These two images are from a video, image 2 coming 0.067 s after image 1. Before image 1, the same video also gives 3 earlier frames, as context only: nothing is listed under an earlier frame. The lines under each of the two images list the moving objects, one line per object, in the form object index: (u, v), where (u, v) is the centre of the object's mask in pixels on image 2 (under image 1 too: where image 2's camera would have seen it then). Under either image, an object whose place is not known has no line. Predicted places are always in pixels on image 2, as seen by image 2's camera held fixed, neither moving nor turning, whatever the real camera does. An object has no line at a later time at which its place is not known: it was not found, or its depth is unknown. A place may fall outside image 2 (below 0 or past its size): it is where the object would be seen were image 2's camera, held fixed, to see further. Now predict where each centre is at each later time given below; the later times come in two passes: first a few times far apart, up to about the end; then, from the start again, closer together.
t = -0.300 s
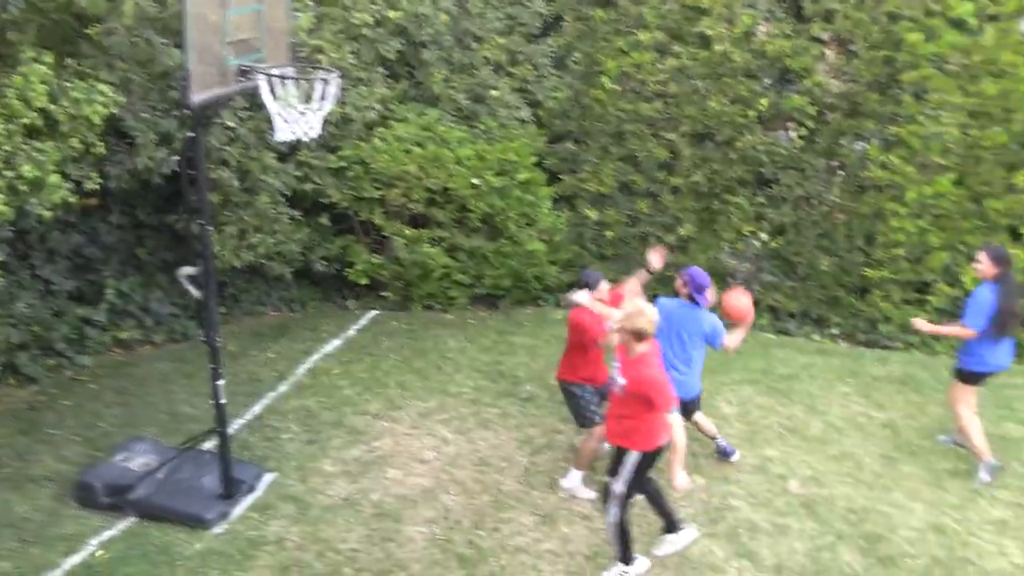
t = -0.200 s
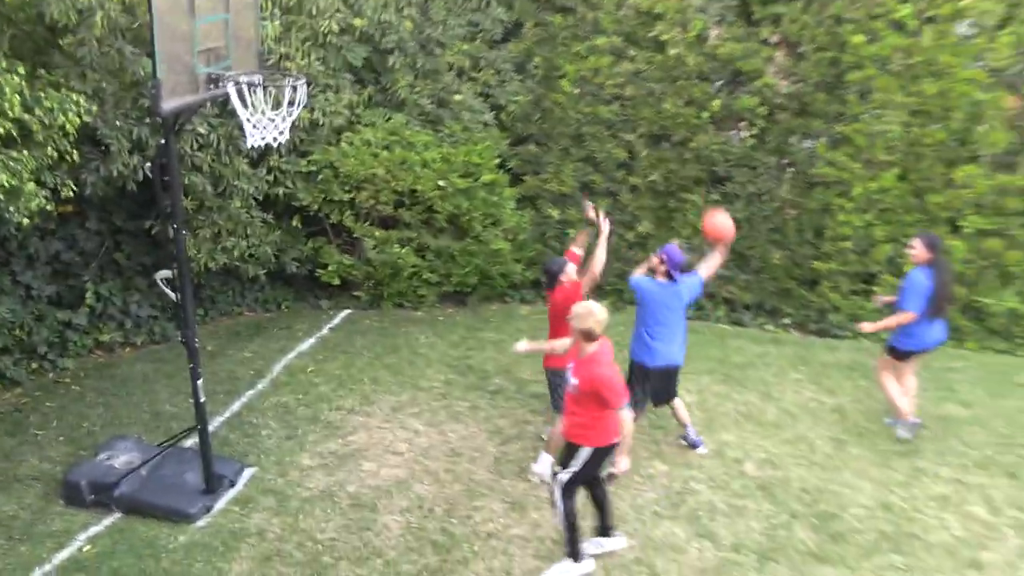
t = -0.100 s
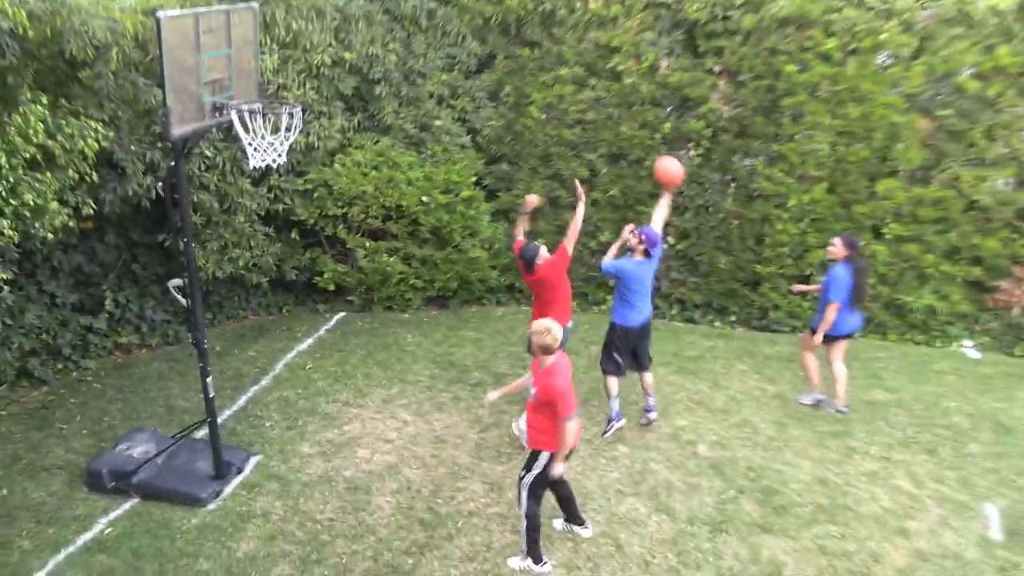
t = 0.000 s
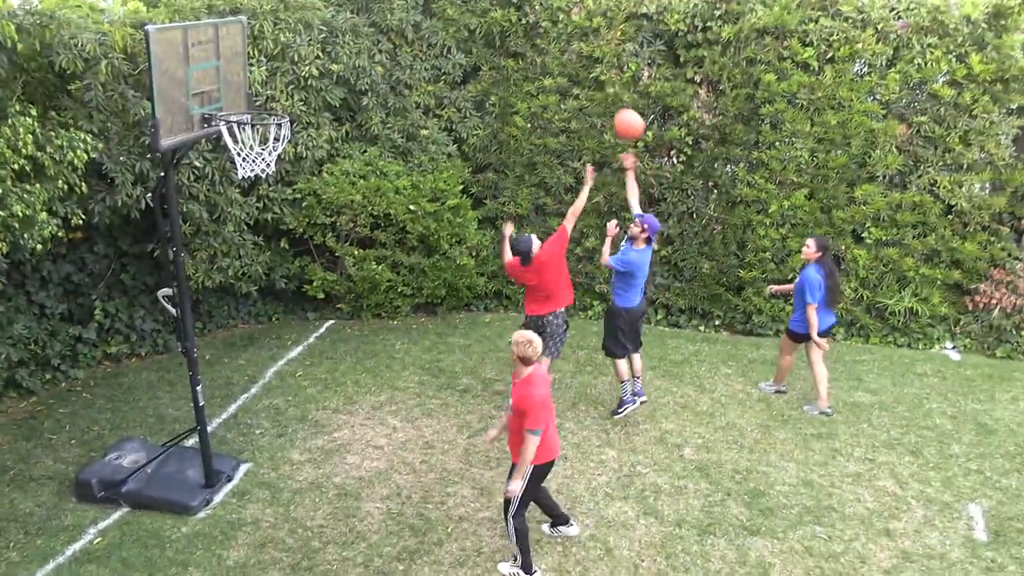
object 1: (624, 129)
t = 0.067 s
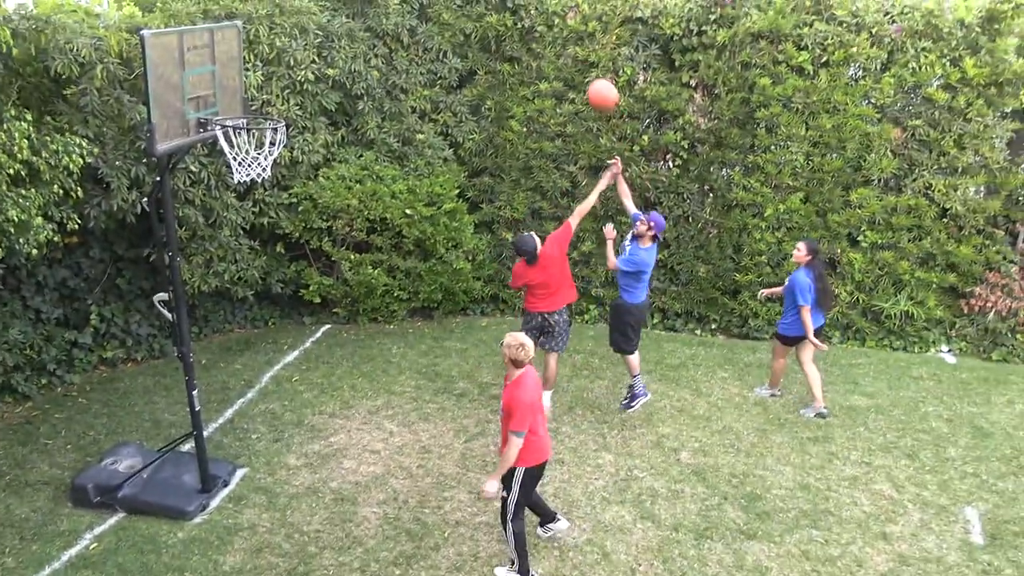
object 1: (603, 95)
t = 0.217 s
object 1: (548, 35)
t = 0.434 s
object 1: (466, -5)
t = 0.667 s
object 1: (373, 24)
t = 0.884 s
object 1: (299, 115)
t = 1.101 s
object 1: (384, 181)
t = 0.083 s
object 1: (597, 87)
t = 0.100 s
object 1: (591, 81)
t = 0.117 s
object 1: (585, 73)
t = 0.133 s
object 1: (579, 66)
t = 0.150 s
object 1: (573, 59)
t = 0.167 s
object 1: (567, 53)
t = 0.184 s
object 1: (561, 46)
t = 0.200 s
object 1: (555, 41)
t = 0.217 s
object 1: (548, 35)
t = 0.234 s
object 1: (543, 30)
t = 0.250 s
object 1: (536, 26)
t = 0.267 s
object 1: (531, 22)
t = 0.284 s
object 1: (524, 17)
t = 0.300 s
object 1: (518, 13)
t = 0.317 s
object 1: (512, 9)
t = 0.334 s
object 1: (505, 6)
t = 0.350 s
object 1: (499, 3)
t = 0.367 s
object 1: (493, 1)
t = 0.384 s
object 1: (486, -1)
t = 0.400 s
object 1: (480, -3)
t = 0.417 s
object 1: (474, -4)
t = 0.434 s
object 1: (466, -5)
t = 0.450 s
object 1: (460, -6)
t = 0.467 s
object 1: (453, -6)
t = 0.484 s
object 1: (447, -6)
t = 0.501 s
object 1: (440, -5)
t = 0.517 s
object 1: (434, -4)
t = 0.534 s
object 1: (427, -2)
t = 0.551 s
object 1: (420, -1)
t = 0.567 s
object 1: (414, 1)
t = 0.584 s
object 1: (406, 5)
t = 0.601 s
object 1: (400, 8)
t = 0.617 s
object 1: (393, 11)
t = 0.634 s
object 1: (386, 15)
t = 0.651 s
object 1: (380, 20)
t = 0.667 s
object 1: (373, 24)
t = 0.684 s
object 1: (366, 29)
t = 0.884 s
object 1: (299, 115)
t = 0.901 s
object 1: (305, 118)
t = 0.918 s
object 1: (312, 121)
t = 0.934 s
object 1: (319, 126)
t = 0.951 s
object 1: (326, 129)
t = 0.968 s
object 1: (333, 134)
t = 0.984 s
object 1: (339, 139)
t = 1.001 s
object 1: (346, 144)
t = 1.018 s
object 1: (352, 149)
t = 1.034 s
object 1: (359, 155)
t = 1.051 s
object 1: (365, 161)
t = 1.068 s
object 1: (371, 167)
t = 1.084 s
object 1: (378, 174)
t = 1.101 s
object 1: (384, 181)
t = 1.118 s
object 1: (390, 188)
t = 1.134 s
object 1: (396, 195)
